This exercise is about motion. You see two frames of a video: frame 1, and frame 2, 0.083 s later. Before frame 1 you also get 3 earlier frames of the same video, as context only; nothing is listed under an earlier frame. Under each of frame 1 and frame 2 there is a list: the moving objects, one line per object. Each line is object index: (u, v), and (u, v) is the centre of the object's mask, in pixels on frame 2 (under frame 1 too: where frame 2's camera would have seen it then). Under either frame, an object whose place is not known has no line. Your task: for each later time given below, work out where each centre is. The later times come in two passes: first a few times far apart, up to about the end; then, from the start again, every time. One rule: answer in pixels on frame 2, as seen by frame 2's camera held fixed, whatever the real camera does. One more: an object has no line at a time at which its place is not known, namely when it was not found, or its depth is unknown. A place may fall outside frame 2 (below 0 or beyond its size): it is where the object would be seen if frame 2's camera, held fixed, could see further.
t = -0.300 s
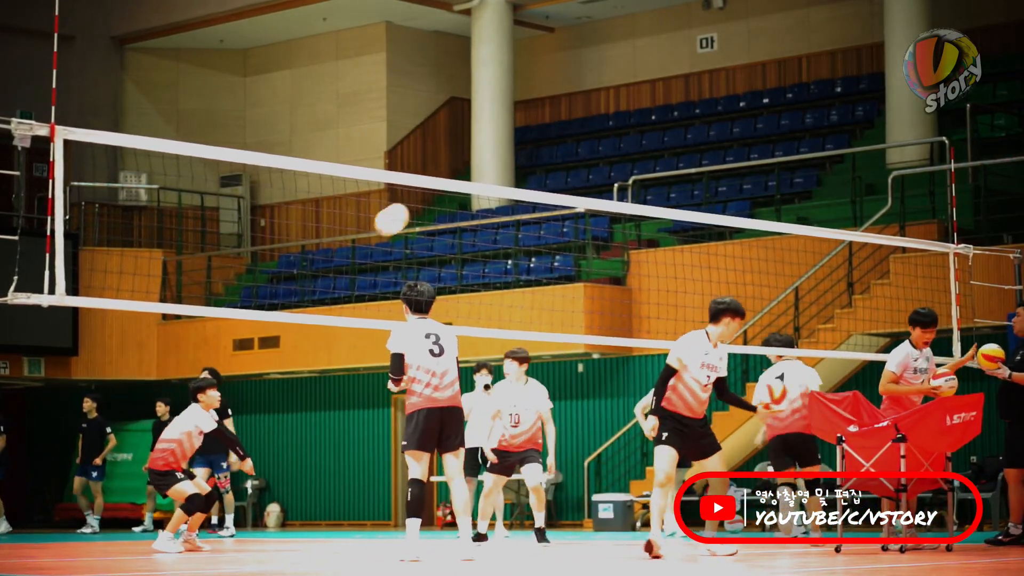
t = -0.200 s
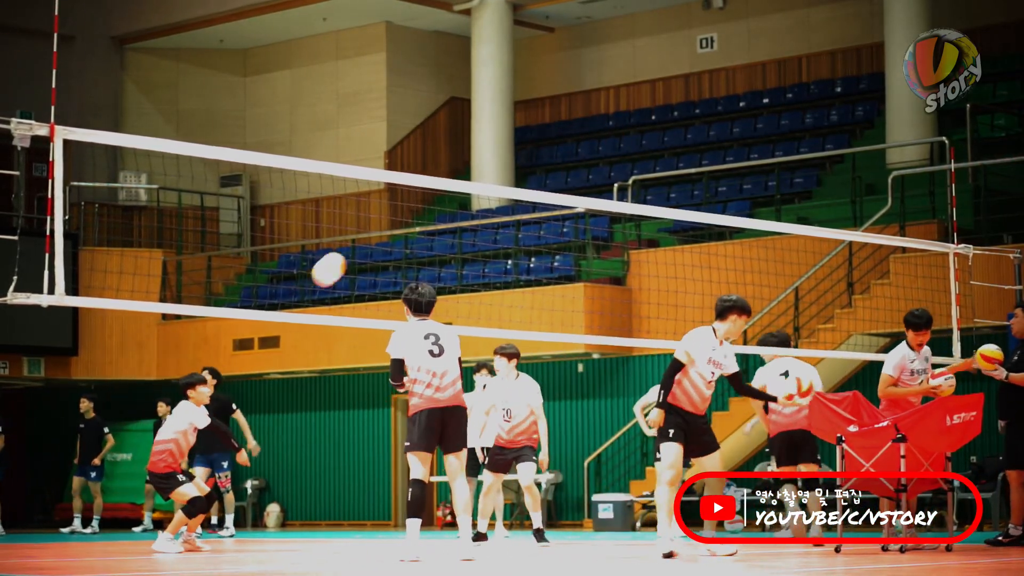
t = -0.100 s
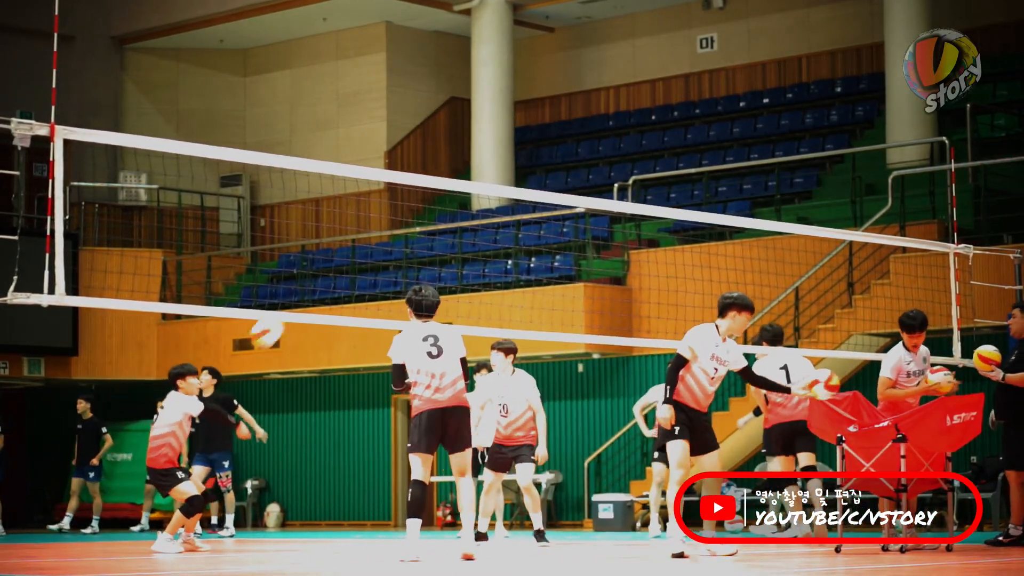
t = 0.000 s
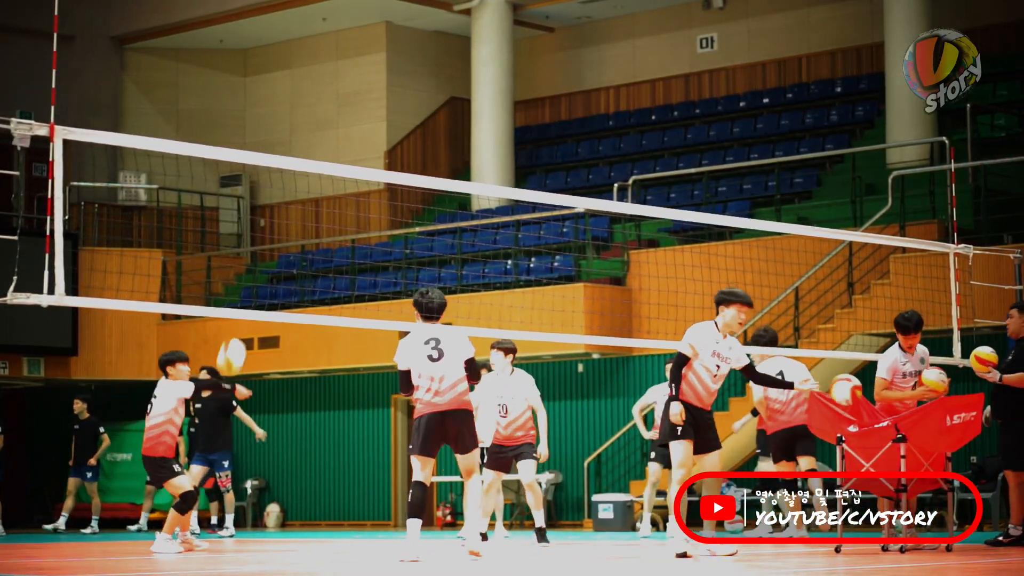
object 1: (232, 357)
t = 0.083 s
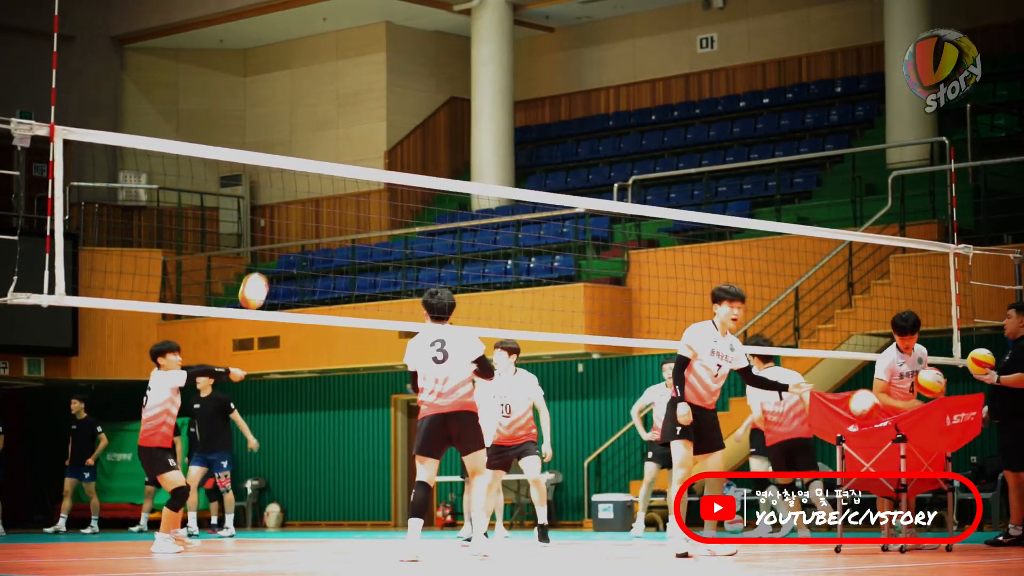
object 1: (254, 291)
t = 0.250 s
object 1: (297, 185)
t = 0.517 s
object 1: (369, 81)
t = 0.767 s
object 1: (439, 68)
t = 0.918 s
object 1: (481, 99)
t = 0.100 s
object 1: (258, 279)
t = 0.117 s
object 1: (262, 267)
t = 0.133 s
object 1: (267, 255)
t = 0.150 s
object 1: (272, 243)
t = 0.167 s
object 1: (276, 233)
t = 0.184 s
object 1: (280, 222)
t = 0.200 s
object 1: (285, 212)
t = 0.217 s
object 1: (289, 202)
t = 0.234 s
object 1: (294, 192)
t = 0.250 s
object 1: (297, 185)
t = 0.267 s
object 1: (302, 175)
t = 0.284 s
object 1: (306, 165)
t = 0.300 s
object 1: (313, 151)
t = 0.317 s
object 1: (316, 147)
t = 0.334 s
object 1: (320, 141)
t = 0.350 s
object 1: (324, 134)
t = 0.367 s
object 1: (329, 127)
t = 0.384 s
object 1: (333, 121)
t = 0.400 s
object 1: (338, 115)
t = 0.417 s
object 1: (342, 109)
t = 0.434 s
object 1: (347, 104)
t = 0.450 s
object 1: (351, 98)
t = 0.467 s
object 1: (356, 94)
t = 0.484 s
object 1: (360, 89)
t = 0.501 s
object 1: (365, 85)
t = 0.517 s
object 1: (369, 81)
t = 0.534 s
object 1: (374, 78)
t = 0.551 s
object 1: (378, 75)
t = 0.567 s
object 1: (383, 72)
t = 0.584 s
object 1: (387, 70)
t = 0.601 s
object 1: (392, 68)
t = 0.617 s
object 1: (397, 66)
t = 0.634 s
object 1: (401, 65)
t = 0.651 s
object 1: (406, 64)
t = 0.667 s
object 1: (410, 64)
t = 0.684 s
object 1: (415, 64)
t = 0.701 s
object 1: (420, 64)
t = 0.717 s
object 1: (424, 64)
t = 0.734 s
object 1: (429, 65)
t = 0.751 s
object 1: (434, 66)
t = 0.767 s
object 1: (439, 68)
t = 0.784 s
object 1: (443, 70)
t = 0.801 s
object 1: (448, 72)
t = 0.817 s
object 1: (453, 75)
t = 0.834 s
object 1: (458, 78)
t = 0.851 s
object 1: (462, 81)
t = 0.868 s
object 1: (467, 85)
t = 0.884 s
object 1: (472, 89)
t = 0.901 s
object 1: (476, 94)
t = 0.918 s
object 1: (481, 99)
